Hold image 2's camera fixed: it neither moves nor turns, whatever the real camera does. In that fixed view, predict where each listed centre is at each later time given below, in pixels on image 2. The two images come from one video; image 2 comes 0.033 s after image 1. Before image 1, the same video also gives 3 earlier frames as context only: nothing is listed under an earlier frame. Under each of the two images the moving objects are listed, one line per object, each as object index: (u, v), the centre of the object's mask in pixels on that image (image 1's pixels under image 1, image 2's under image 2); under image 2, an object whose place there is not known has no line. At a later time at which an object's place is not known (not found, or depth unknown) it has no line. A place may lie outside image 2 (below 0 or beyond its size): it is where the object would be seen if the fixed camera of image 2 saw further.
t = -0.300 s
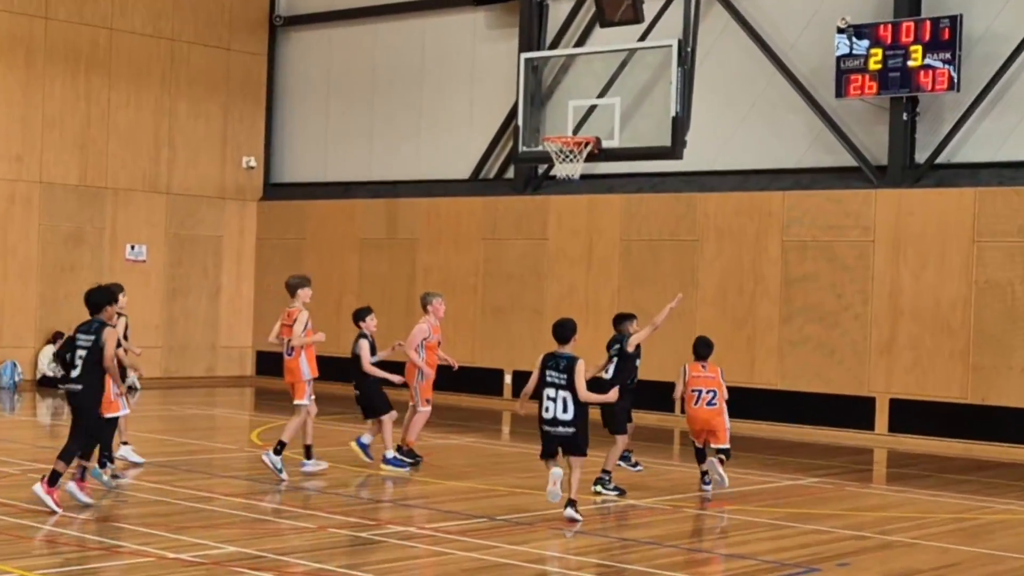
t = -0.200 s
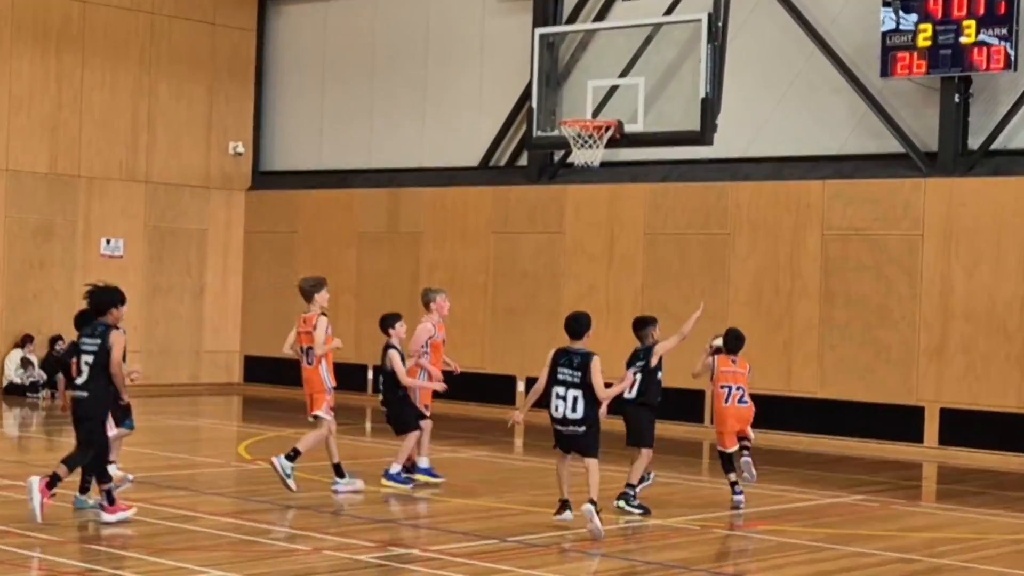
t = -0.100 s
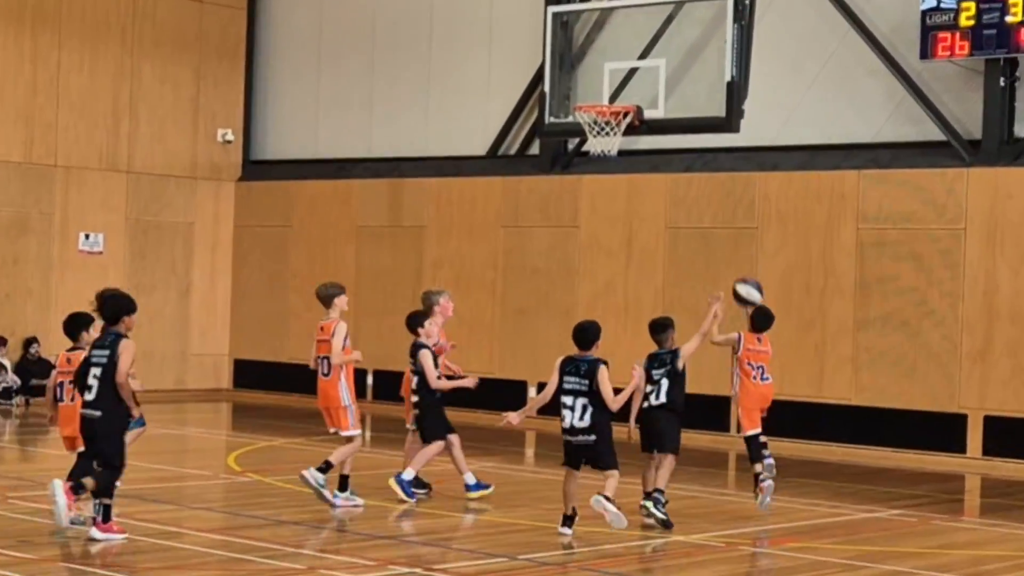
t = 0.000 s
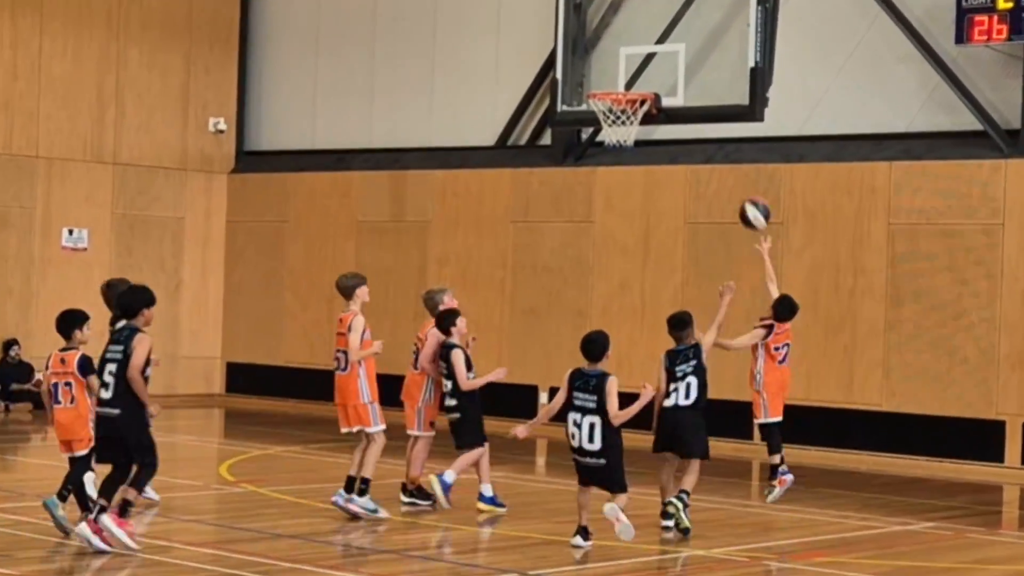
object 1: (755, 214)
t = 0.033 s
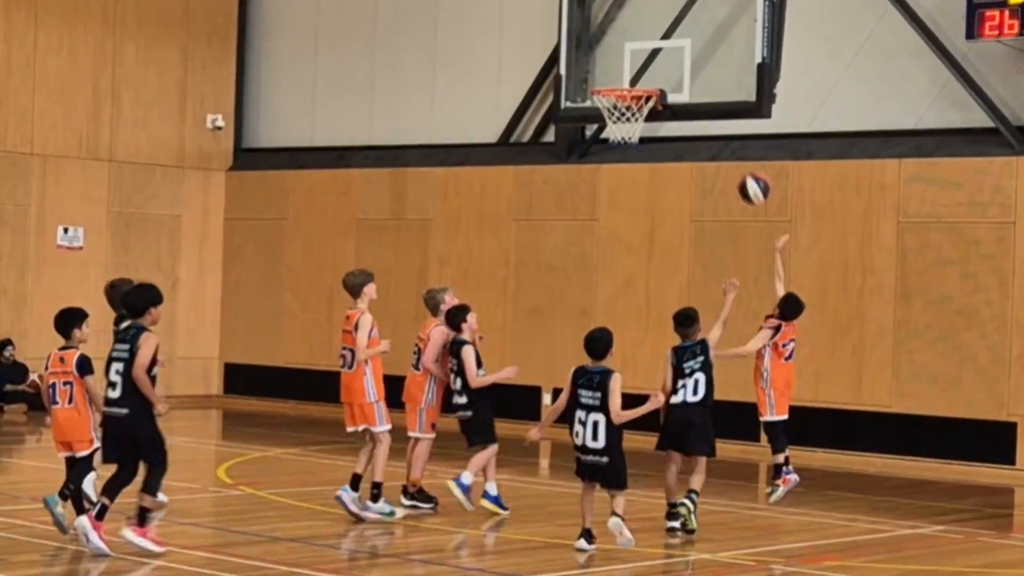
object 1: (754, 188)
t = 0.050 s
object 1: (750, 177)
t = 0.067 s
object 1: (745, 165)
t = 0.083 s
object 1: (742, 155)
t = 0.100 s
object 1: (739, 144)
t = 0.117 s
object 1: (735, 136)
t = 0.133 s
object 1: (730, 126)
